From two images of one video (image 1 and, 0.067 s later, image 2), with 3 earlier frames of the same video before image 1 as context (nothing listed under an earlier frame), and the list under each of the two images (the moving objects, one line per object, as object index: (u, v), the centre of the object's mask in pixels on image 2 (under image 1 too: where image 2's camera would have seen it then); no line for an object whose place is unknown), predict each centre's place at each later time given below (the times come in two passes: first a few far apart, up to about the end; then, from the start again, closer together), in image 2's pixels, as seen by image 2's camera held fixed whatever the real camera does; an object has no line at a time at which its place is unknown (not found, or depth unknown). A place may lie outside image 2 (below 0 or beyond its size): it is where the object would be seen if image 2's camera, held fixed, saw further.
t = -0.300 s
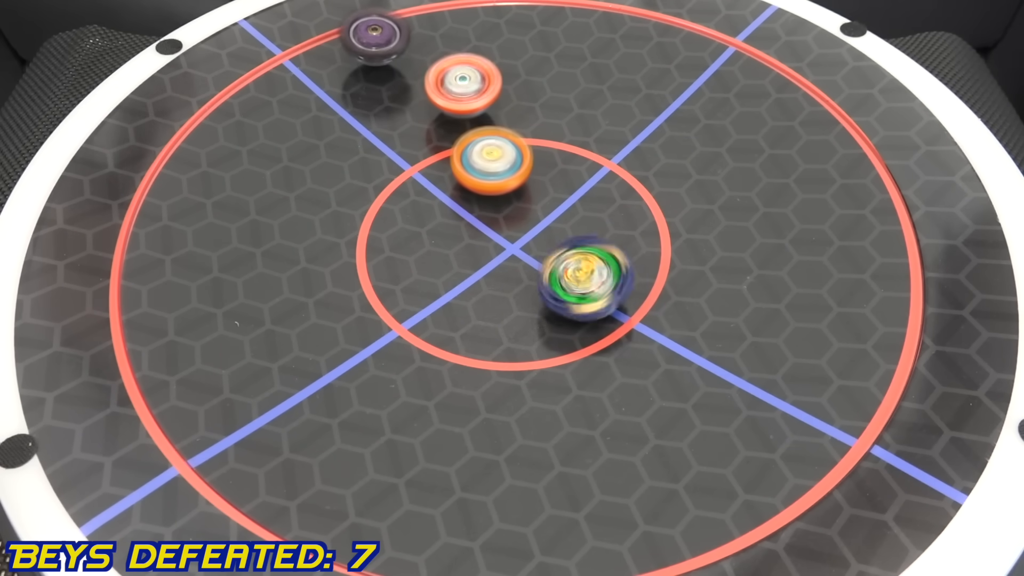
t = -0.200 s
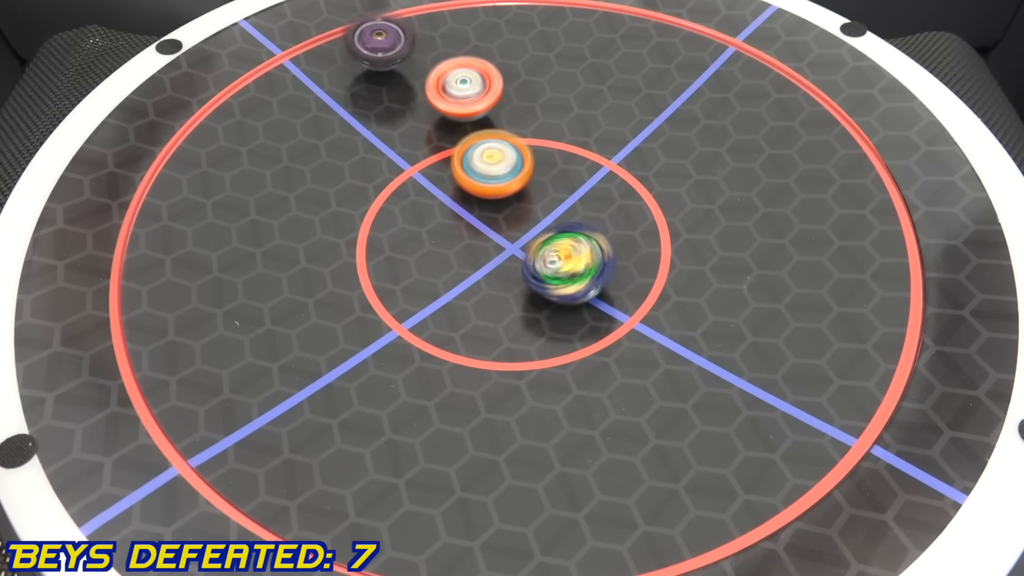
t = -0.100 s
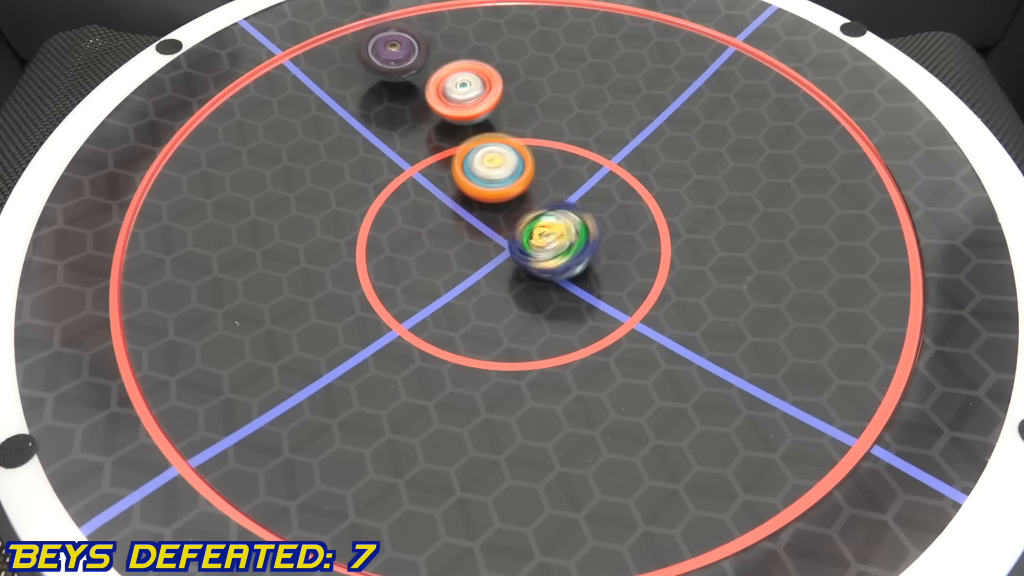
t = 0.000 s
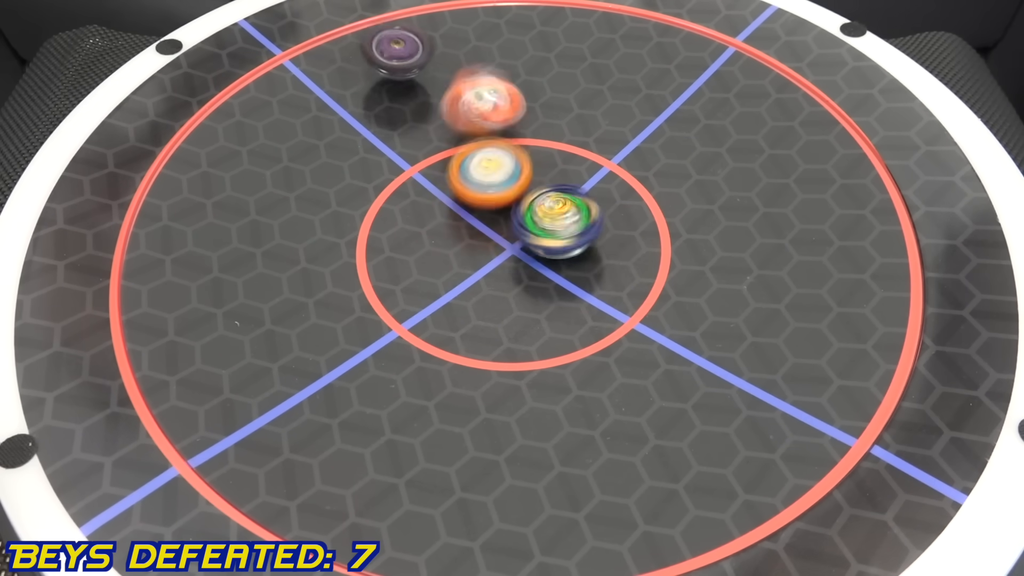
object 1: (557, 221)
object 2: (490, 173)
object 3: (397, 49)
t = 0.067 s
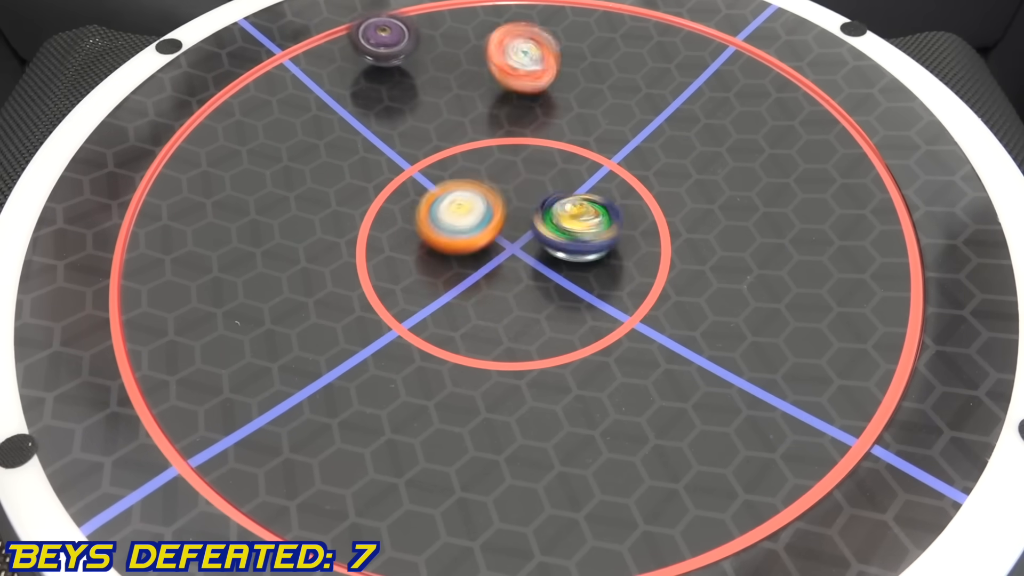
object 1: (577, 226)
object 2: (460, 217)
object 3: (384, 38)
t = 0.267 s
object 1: (607, 242)
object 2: (419, 295)
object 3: (361, 31)
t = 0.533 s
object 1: (603, 249)
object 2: (507, 317)
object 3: (412, 80)
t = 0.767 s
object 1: (599, 240)
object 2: (539, 299)
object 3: (510, 116)
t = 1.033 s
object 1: (599, 212)
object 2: (544, 272)
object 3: (627, 130)
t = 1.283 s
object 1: (588, 206)
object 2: (521, 266)
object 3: (721, 87)
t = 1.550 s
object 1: (553, 196)
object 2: (504, 253)
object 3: (739, 48)
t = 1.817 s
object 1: (535, 167)
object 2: (522, 250)
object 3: (658, 74)
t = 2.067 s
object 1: (498, 158)
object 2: (535, 219)
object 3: (612, 123)
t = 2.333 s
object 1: (441, 142)
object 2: (523, 197)
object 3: (621, 165)
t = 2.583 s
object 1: (440, 145)
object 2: (530, 200)
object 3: (644, 137)
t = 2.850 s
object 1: (447, 153)
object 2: (520, 190)
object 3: (596, 144)
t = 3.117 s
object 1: (464, 157)
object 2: (400, 237)
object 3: (719, 118)
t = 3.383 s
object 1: (500, 168)
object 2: (425, 251)
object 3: (755, 121)
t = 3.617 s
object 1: (507, 170)
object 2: (431, 251)
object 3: (747, 166)
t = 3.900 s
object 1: (537, 183)
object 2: (442, 247)
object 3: (723, 193)
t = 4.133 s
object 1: (554, 195)
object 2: (342, 237)
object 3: (817, 96)
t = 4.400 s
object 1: (572, 210)
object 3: (793, 55)
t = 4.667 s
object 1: (582, 220)
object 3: (689, 59)
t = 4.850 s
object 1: (579, 225)
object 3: (621, 72)
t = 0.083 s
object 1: (582, 228)
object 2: (453, 224)
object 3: (380, 35)
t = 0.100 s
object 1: (586, 229)
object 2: (446, 235)
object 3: (377, 33)
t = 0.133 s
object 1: (594, 232)
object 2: (433, 252)
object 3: (372, 30)
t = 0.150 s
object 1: (596, 233)
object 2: (427, 259)
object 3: (369, 27)
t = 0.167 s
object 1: (599, 235)
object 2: (422, 266)
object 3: (367, 26)
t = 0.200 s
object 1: (603, 238)
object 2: (417, 278)
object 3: (365, 26)
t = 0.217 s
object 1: (606, 240)
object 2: (415, 283)
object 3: (362, 26)
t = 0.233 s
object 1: (606, 241)
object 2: (416, 288)
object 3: (362, 28)
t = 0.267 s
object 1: (607, 242)
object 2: (419, 295)
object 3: (361, 31)
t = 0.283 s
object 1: (607, 243)
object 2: (422, 298)
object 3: (360, 34)
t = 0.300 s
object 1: (608, 244)
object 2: (425, 299)
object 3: (361, 36)
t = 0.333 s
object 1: (608, 245)
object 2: (434, 304)
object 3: (363, 41)
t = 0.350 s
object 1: (608, 245)
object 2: (439, 306)
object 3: (364, 43)
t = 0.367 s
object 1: (608, 245)
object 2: (445, 308)
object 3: (367, 47)
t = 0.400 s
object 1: (607, 245)
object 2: (458, 311)
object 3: (373, 54)
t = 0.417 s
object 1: (606, 245)
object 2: (465, 313)
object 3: (376, 56)
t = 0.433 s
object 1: (606, 246)
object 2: (471, 315)
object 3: (380, 60)
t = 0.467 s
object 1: (604, 247)
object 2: (484, 318)
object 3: (389, 66)
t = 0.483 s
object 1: (604, 247)
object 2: (490, 318)
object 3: (394, 68)
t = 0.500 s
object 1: (603, 248)
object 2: (496, 318)
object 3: (399, 71)
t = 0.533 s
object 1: (603, 249)
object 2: (507, 317)
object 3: (412, 80)
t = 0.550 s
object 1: (602, 249)
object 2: (513, 315)
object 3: (417, 82)
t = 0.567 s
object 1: (601, 250)
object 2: (518, 314)
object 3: (423, 84)
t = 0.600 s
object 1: (599, 251)
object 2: (527, 312)
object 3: (438, 91)
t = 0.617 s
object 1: (598, 251)
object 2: (531, 310)
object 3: (445, 94)
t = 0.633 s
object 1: (597, 251)
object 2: (535, 308)
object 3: (451, 95)
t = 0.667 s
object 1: (598, 250)
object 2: (536, 306)
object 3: (465, 101)
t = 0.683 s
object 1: (598, 248)
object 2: (535, 306)
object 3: (475, 105)
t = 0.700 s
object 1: (597, 247)
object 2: (535, 305)
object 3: (479, 105)
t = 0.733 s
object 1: (597, 244)
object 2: (536, 303)
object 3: (495, 111)
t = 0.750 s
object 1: (599, 242)
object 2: (537, 301)
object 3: (503, 114)
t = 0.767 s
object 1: (599, 240)
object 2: (539, 299)
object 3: (510, 116)
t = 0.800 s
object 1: (598, 238)
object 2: (541, 295)
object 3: (523, 121)
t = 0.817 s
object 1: (597, 236)
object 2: (543, 293)
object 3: (532, 123)
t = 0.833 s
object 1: (598, 234)
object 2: (542, 291)
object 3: (540, 126)
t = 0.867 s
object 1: (599, 229)
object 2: (541, 290)
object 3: (554, 129)
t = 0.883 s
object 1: (600, 226)
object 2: (540, 289)
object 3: (561, 130)
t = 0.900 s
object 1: (599, 224)
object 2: (539, 287)
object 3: (568, 133)
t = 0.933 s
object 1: (601, 218)
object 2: (539, 284)
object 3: (583, 135)
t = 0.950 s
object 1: (601, 216)
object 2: (539, 283)
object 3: (589, 136)
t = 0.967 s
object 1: (601, 213)
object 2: (540, 280)
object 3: (596, 136)
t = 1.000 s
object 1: (602, 208)
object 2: (542, 276)
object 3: (608, 136)
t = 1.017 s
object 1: (599, 210)
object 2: (543, 274)
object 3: (618, 134)
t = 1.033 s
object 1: (599, 212)
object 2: (544, 272)
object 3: (627, 130)
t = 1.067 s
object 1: (596, 213)
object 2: (541, 271)
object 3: (644, 122)
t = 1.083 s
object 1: (596, 213)
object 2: (538, 271)
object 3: (652, 119)
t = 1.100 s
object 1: (595, 213)
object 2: (536, 271)
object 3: (659, 117)
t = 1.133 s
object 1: (595, 211)
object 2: (532, 270)
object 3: (672, 110)
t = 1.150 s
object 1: (594, 210)
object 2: (531, 270)
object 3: (679, 108)
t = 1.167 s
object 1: (593, 210)
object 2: (530, 269)
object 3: (684, 106)
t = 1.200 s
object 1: (591, 210)
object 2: (527, 268)
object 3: (696, 101)
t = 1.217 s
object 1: (592, 208)
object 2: (526, 267)
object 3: (702, 98)
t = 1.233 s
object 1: (590, 208)
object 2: (525, 267)
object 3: (706, 94)
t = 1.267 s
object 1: (588, 208)
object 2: (522, 266)
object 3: (715, 89)
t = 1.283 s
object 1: (588, 206)
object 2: (521, 266)
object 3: (721, 87)
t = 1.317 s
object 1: (585, 205)
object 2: (519, 265)
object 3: (729, 80)
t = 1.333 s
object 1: (583, 205)
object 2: (517, 264)
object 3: (732, 77)
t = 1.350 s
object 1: (581, 204)
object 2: (516, 263)
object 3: (735, 74)
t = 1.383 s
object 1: (576, 204)
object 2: (514, 262)
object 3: (740, 69)
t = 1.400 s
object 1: (574, 203)
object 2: (513, 261)
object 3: (743, 67)
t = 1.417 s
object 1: (572, 203)
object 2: (511, 260)
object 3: (745, 64)
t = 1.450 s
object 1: (568, 201)
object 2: (510, 259)
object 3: (747, 59)
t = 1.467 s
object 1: (564, 200)
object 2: (509, 258)
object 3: (747, 57)
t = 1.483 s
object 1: (562, 200)
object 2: (508, 257)
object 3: (746, 54)
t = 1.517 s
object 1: (557, 198)
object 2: (506, 255)
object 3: (744, 50)
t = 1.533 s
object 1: (556, 196)
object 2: (505, 254)
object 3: (742, 50)
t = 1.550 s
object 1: (553, 196)
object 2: (504, 253)
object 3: (739, 48)
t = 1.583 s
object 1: (548, 193)
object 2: (501, 251)
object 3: (732, 47)
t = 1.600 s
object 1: (545, 191)
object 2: (500, 250)
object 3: (728, 47)
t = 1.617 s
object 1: (543, 190)
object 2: (498, 250)
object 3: (724, 47)
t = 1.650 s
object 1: (539, 188)
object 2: (494, 248)
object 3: (714, 50)
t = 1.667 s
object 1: (537, 186)
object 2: (494, 248)
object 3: (709, 51)
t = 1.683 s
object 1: (535, 185)
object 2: (502, 247)
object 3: (704, 52)
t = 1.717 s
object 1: (534, 181)
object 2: (514, 246)
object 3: (693, 57)
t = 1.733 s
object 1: (535, 178)
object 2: (517, 247)
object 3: (688, 59)
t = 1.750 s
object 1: (535, 175)
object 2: (519, 248)
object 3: (683, 62)
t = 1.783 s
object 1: (535, 170)
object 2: (522, 250)
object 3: (670, 67)
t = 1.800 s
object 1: (536, 168)
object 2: (522, 250)
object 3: (665, 70)
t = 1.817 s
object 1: (535, 167)
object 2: (522, 250)
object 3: (658, 74)
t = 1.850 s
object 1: (534, 164)
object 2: (523, 248)
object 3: (645, 83)
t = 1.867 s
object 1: (534, 162)
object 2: (525, 246)
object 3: (639, 84)
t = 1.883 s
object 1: (534, 162)
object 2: (528, 243)
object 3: (634, 90)
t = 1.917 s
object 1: (535, 160)
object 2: (533, 238)
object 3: (621, 98)
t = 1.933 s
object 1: (534, 158)
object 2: (534, 235)
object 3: (615, 102)
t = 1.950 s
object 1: (534, 157)
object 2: (535, 232)
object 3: (610, 106)
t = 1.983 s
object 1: (533, 156)
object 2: (536, 228)
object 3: (598, 115)
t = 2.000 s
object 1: (527, 156)
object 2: (536, 226)
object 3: (600, 116)
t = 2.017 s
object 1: (520, 157)
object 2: (535, 224)
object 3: (604, 118)
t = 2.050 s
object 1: (505, 158)
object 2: (535, 221)
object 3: (610, 121)
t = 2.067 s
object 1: (498, 158)
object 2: (535, 219)
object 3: (612, 123)
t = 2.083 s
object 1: (491, 158)
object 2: (534, 218)
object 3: (614, 126)
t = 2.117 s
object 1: (481, 157)
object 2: (534, 215)
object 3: (617, 131)
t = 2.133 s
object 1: (476, 155)
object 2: (533, 214)
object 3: (619, 133)
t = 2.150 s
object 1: (470, 154)
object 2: (532, 212)
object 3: (619, 136)
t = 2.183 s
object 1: (462, 152)
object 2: (531, 209)
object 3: (620, 141)
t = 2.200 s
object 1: (457, 151)
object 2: (530, 208)
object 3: (621, 145)
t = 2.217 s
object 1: (454, 149)
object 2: (530, 207)
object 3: (622, 148)
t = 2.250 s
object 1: (449, 147)
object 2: (528, 204)
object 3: (622, 154)
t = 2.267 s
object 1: (447, 146)
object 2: (527, 203)
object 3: (622, 156)
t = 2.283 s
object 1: (446, 144)
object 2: (526, 202)
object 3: (621, 159)
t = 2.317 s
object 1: (442, 143)
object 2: (525, 199)
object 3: (620, 164)
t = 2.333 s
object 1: (441, 142)
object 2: (523, 197)
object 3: (621, 165)
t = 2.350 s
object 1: (440, 141)
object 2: (521, 194)
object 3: (625, 160)
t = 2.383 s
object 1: (440, 140)
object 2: (517, 190)
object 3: (631, 154)
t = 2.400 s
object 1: (439, 140)
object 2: (516, 189)
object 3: (634, 152)
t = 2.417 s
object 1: (438, 140)
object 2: (515, 188)
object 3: (636, 150)
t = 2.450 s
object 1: (445, 145)
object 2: (513, 187)
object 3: (640, 147)
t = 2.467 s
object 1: (444, 146)
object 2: (516, 189)
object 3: (641, 145)
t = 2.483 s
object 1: (443, 146)
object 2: (519, 191)
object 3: (643, 143)
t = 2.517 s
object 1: (443, 145)
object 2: (524, 195)
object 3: (644, 140)
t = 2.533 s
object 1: (443, 145)
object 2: (526, 196)
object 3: (645, 139)
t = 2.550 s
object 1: (442, 145)
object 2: (527, 198)
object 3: (645, 138)
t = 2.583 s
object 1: (440, 145)
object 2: (530, 200)
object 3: (644, 137)
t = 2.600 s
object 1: (439, 145)
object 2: (531, 201)
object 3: (643, 136)
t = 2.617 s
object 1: (440, 145)
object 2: (531, 202)
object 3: (642, 135)
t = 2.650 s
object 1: (439, 145)
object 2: (531, 203)
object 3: (638, 135)
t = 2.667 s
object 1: (439, 146)
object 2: (530, 203)
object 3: (636, 135)
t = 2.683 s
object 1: (439, 146)
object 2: (529, 202)
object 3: (633, 135)
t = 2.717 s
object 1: (441, 147)
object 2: (528, 200)
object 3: (628, 135)
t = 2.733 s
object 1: (441, 147)
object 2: (526, 198)
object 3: (625, 135)
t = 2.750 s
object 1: (441, 148)
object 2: (525, 196)
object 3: (622, 136)
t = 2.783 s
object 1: (443, 150)
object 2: (522, 193)
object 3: (615, 138)
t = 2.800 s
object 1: (445, 151)
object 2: (521, 192)
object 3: (610, 140)
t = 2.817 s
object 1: (445, 152)
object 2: (520, 191)
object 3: (606, 142)
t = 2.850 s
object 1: (447, 153)
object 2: (520, 190)
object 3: (596, 144)
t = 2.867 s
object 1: (448, 153)
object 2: (521, 191)
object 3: (591, 146)
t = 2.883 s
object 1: (449, 153)
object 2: (520, 192)
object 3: (586, 149)
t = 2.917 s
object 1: (446, 153)
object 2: (506, 208)
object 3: (609, 139)
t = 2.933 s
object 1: (448, 152)
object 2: (500, 218)
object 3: (623, 138)
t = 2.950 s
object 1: (450, 152)
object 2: (490, 225)
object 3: (633, 136)
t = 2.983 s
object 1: (452, 153)
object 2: (463, 229)
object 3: (654, 125)
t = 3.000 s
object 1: (455, 154)
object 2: (451, 231)
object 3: (665, 120)
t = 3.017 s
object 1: (456, 154)
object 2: (440, 233)
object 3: (672, 121)
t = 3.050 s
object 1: (458, 154)
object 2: (421, 234)
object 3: (692, 120)
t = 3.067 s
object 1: (459, 156)
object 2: (414, 235)
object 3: (699, 120)
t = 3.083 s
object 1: (461, 155)
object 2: (408, 236)
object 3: (708, 119)
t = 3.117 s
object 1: (464, 157)
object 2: (400, 237)
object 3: (719, 118)
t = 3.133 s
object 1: (466, 157)
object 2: (397, 237)
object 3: (722, 117)
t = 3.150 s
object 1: (468, 157)
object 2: (395, 237)
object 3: (727, 117)
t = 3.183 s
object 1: (471, 158)
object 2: (394, 239)
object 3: (734, 115)
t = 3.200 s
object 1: (473, 159)
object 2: (395, 239)
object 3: (736, 114)
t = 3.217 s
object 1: (476, 160)
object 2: (395, 240)
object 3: (739, 114)
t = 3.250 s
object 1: (479, 160)
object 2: (399, 242)
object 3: (743, 114)
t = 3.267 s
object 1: (481, 162)
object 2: (401, 243)
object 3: (744, 114)
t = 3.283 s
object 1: (484, 162)
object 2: (404, 244)
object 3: (746, 114)
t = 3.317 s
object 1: (489, 164)
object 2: (411, 247)
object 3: (749, 116)
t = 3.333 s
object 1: (492, 165)
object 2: (414, 248)
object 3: (750, 117)
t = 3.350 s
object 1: (494, 165)
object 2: (418, 249)
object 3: (752, 118)
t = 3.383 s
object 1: (500, 168)
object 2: (425, 251)
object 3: (755, 121)
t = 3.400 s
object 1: (500, 168)
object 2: (428, 251)
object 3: (756, 124)
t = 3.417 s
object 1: (501, 167)
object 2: (431, 252)
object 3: (758, 126)
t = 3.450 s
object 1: (501, 165)
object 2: (435, 252)
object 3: (759, 131)
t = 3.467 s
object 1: (500, 165)
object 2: (437, 253)
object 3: (759, 134)
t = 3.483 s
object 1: (499, 166)
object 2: (439, 253)
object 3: (759, 136)
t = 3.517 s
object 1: (500, 166)
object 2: (442, 253)
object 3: (758, 142)
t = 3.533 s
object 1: (500, 167)
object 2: (441, 253)
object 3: (756, 147)
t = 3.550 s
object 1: (501, 168)
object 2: (437, 252)
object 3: (756, 150)
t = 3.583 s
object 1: (505, 168)
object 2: (433, 251)
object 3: (752, 158)
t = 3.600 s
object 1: (506, 169)
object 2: (432, 251)
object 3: (749, 163)
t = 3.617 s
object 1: (507, 170)
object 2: (431, 251)
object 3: (747, 166)
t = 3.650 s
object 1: (511, 171)
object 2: (431, 250)
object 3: (740, 173)
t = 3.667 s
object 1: (513, 172)
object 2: (431, 250)
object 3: (737, 177)
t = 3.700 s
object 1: (516, 174)
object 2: (432, 250)
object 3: (729, 185)
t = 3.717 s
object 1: (518, 174)
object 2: (432, 250)
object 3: (726, 189)
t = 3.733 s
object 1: (520, 174)
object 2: (433, 249)
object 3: (721, 193)
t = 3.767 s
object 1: (523, 176)
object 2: (434, 249)
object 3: (712, 200)
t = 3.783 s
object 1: (526, 177)
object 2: (435, 249)
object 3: (707, 202)
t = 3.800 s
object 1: (527, 178)
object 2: (436, 249)
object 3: (701, 206)
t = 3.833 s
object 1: (531, 180)
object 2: (438, 248)
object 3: (692, 210)
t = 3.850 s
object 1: (532, 180)
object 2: (439, 248)
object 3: (685, 213)
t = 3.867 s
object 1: (534, 180)
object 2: (440, 248)
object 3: (694, 207)
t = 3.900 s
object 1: (537, 183)
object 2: (442, 247)
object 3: (723, 193)
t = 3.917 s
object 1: (539, 183)
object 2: (443, 246)
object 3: (735, 180)
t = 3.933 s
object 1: (541, 184)
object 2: (444, 246)
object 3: (750, 170)
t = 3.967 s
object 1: (543, 185)
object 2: (446, 245)
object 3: (773, 157)
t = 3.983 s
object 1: (544, 186)
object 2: (445, 242)
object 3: (781, 149)
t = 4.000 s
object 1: (546, 188)
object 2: (437, 230)
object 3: (792, 142)
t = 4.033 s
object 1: (548, 188)
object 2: (418, 206)
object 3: (803, 126)
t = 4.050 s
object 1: (549, 190)
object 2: (410, 195)
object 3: (808, 119)
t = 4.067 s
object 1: (551, 191)
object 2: (399, 194)
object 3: (812, 114)
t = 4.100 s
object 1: (553, 193)
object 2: (369, 213)
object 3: (815, 104)
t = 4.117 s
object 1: (554, 194)
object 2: (356, 223)
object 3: (817, 100)
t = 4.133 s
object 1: (554, 195)
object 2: (342, 237)
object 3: (817, 96)
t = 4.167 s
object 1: (558, 197)
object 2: (308, 260)
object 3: (819, 90)
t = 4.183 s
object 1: (558, 198)
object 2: (293, 272)
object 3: (820, 86)
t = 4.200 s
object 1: (559, 199)
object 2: (247, 275)
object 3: (819, 84)
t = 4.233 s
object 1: (562, 201)
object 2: (140, 290)
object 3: (818, 78)
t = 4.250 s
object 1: (562, 201)
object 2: (86, 303)
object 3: (816, 75)
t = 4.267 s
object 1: (564, 203)
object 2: (48, 315)
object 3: (814, 72)
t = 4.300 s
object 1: (567, 204)
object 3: (812, 67)
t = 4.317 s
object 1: (567, 205)
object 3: (810, 64)
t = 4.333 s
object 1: (568, 206)
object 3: (807, 62)
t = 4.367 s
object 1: (571, 207)
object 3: (800, 58)
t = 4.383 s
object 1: (572, 208)
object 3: (796, 56)
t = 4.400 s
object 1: (572, 210)
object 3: (793, 55)
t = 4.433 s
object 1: (575, 211)
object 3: (782, 54)
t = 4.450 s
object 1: (575, 212)
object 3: (778, 53)
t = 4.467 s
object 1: (575, 212)
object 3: (773, 52)
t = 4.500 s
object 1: (576, 214)
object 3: (760, 53)
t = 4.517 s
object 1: (577, 214)
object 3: (752, 53)
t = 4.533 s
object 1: (578, 214)
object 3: (745, 53)
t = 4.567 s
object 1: (578, 216)
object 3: (731, 55)
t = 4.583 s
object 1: (579, 216)
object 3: (724, 56)
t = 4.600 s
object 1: (580, 218)
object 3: (716, 56)
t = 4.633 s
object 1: (580, 218)
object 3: (701, 60)
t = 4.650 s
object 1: (581, 220)
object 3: (696, 59)
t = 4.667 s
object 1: (582, 220)
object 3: (689, 59)
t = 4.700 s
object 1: (581, 221)
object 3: (678, 61)
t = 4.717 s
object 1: (582, 221)
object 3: (670, 65)
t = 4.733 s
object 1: (582, 222)
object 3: (663, 66)
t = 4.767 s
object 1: (581, 223)
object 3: (651, 67)
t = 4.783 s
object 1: (581, 223)
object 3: (645, 68)
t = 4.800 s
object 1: (581, 224)
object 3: (639, 69)
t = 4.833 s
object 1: (579, 224)
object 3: (627, 72)
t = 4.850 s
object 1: (579, 225)
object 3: (621, 72)
